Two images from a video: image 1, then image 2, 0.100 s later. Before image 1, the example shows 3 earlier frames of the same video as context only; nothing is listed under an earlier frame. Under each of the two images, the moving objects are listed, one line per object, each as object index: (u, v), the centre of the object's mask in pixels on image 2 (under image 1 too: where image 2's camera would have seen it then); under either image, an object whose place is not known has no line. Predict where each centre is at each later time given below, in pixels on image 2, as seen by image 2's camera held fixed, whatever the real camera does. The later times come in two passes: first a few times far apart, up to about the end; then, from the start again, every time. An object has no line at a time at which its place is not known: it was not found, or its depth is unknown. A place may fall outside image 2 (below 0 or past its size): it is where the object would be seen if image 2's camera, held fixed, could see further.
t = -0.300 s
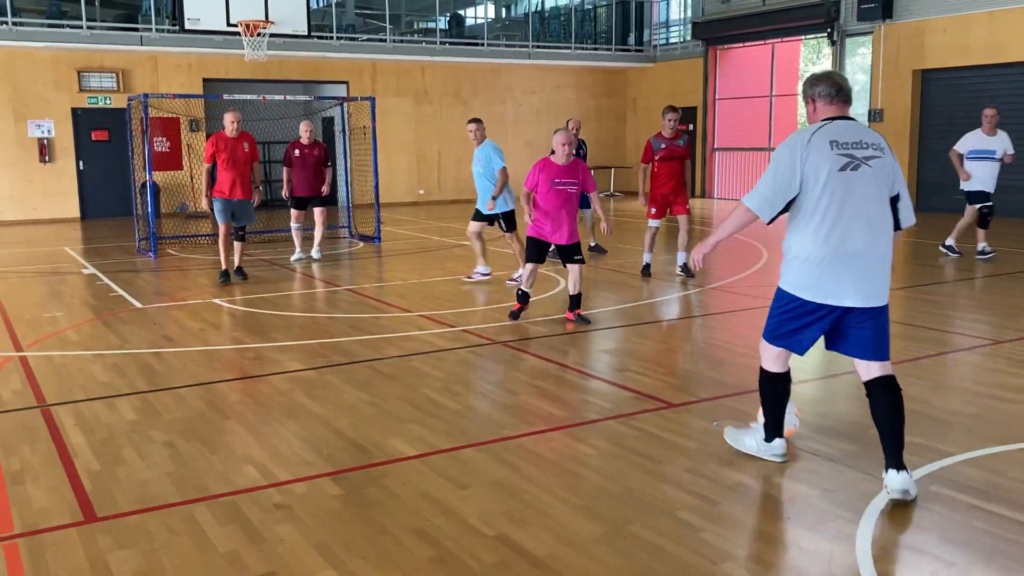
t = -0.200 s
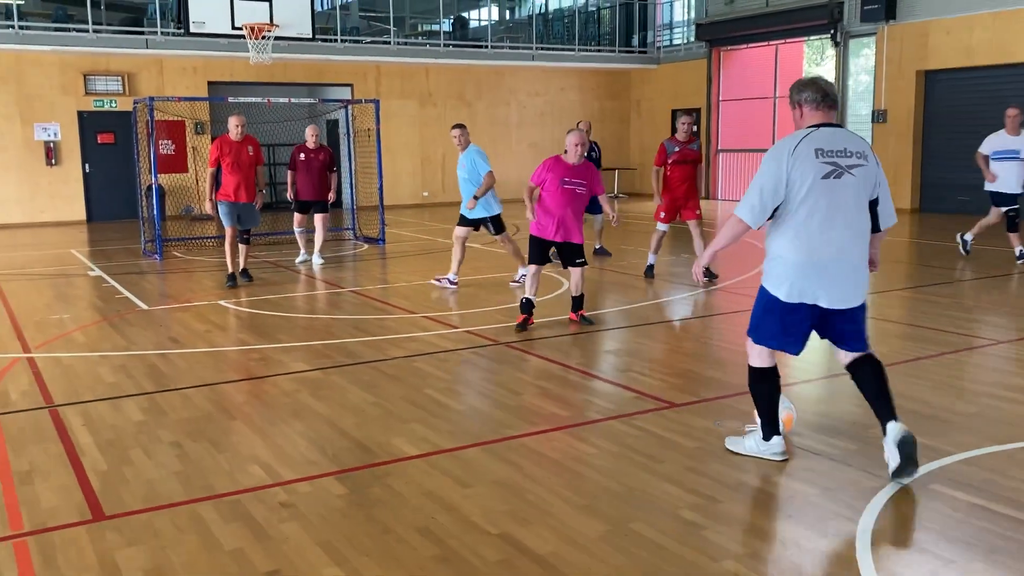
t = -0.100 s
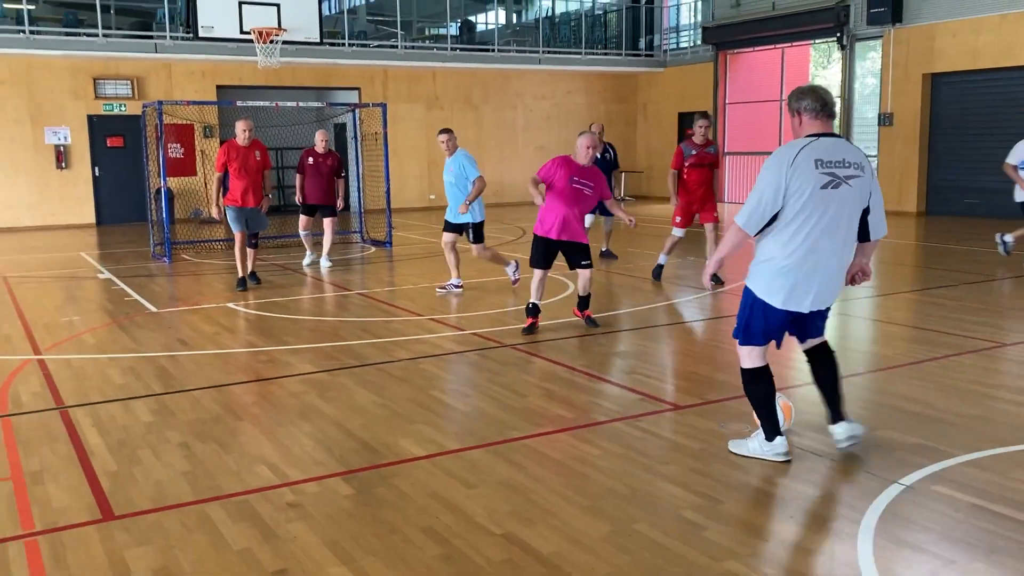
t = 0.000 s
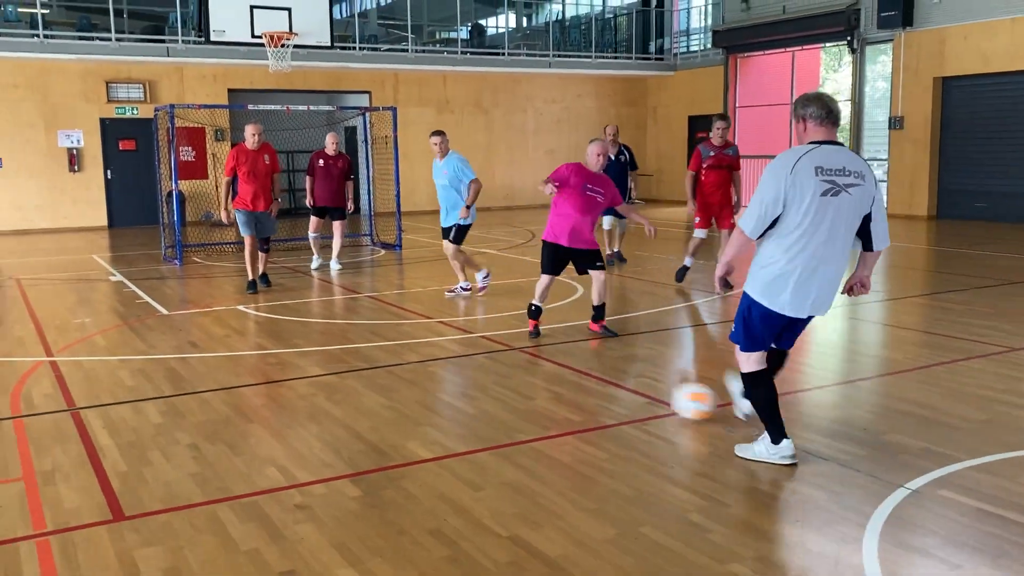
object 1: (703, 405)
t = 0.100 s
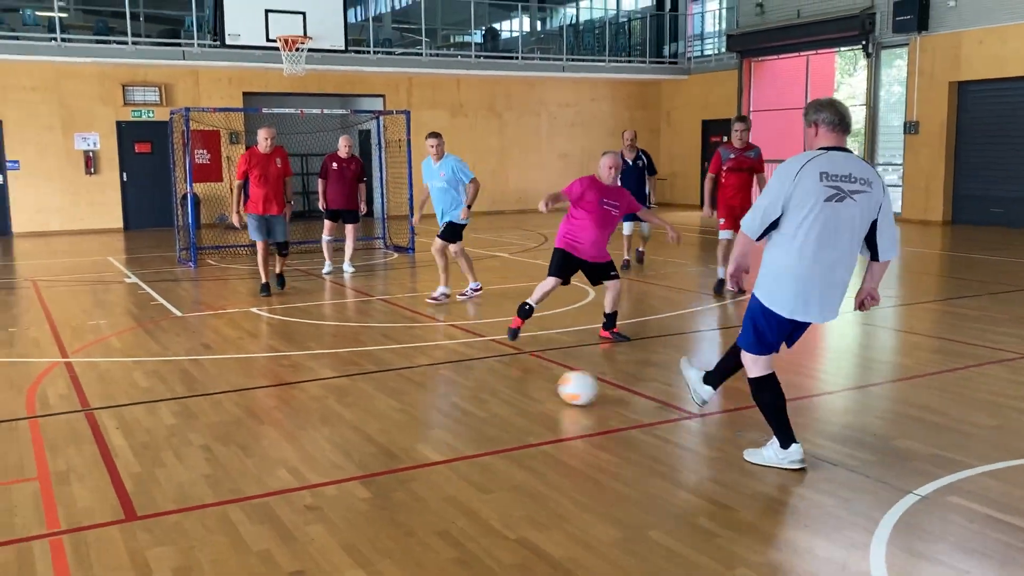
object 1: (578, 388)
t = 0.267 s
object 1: (423, 365)
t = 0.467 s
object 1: (289, 346)
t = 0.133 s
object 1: (542, 383)
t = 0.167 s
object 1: (509, 378)
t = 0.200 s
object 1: (479, 373)
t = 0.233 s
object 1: (450, 369)
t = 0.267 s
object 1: (423, 365)
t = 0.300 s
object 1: (397, 361)
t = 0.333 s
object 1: (373, 358)
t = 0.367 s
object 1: (350, 355)
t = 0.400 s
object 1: (329, 352)
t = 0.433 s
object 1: (308, 349)
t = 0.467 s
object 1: (289, 346)
